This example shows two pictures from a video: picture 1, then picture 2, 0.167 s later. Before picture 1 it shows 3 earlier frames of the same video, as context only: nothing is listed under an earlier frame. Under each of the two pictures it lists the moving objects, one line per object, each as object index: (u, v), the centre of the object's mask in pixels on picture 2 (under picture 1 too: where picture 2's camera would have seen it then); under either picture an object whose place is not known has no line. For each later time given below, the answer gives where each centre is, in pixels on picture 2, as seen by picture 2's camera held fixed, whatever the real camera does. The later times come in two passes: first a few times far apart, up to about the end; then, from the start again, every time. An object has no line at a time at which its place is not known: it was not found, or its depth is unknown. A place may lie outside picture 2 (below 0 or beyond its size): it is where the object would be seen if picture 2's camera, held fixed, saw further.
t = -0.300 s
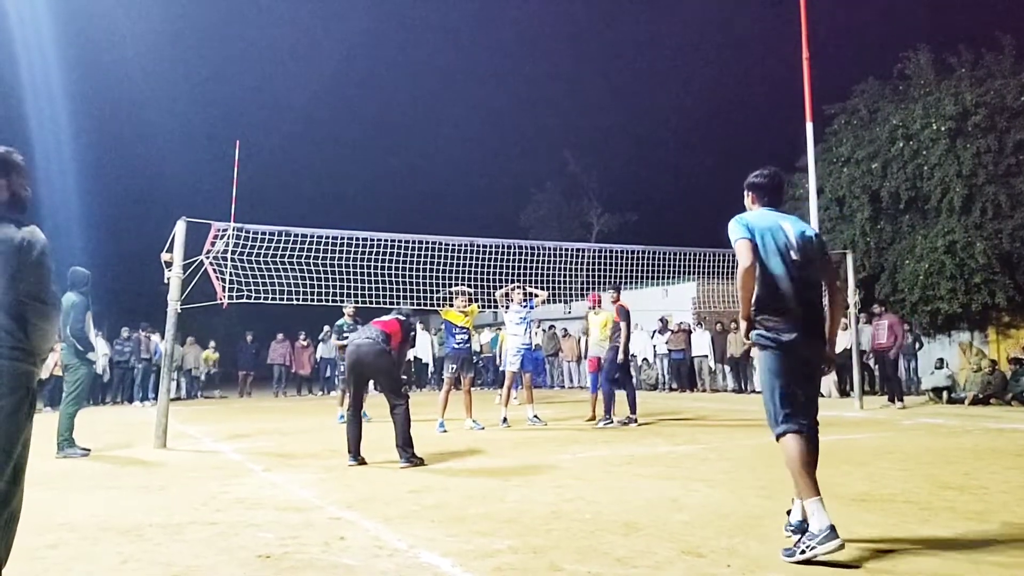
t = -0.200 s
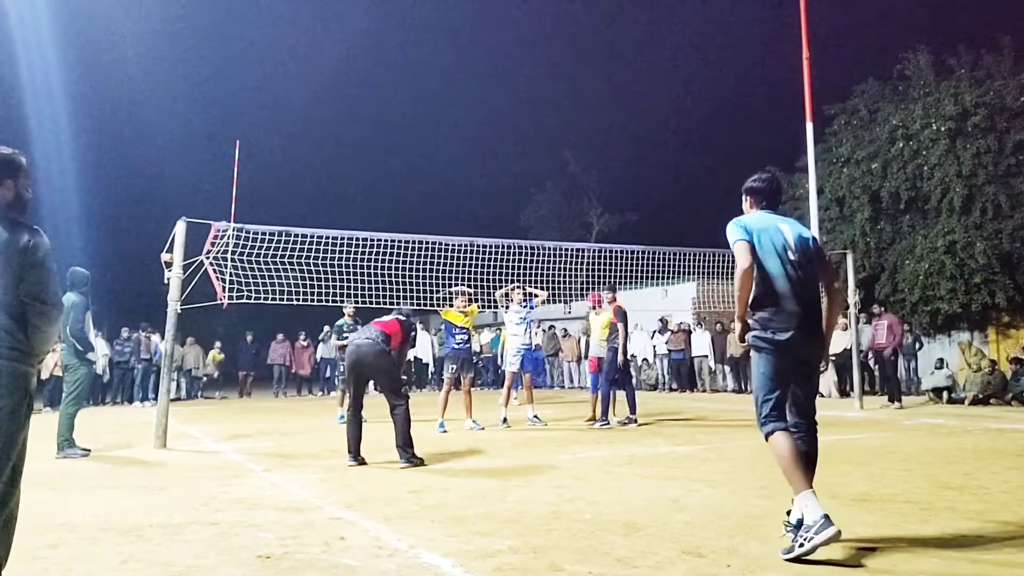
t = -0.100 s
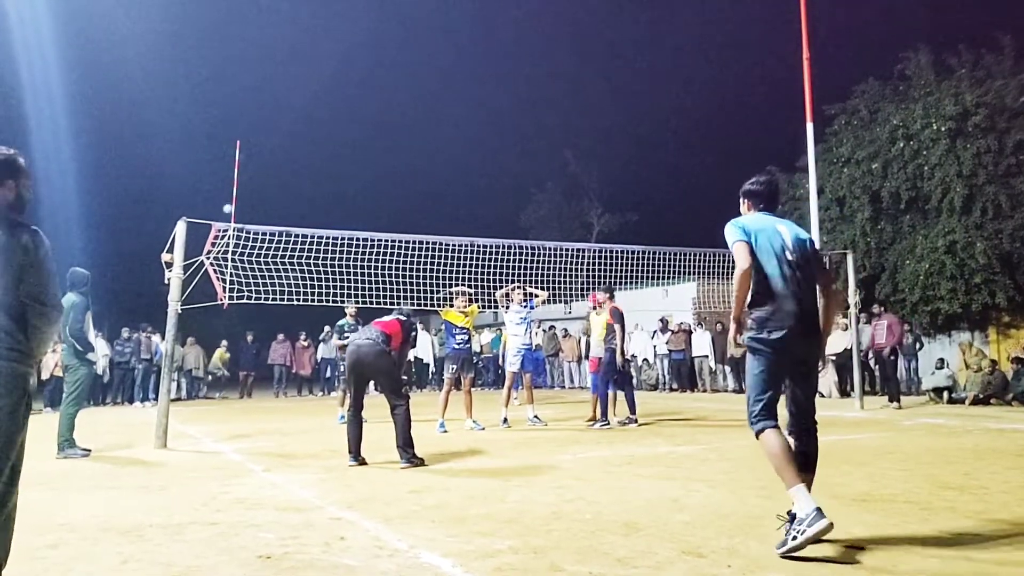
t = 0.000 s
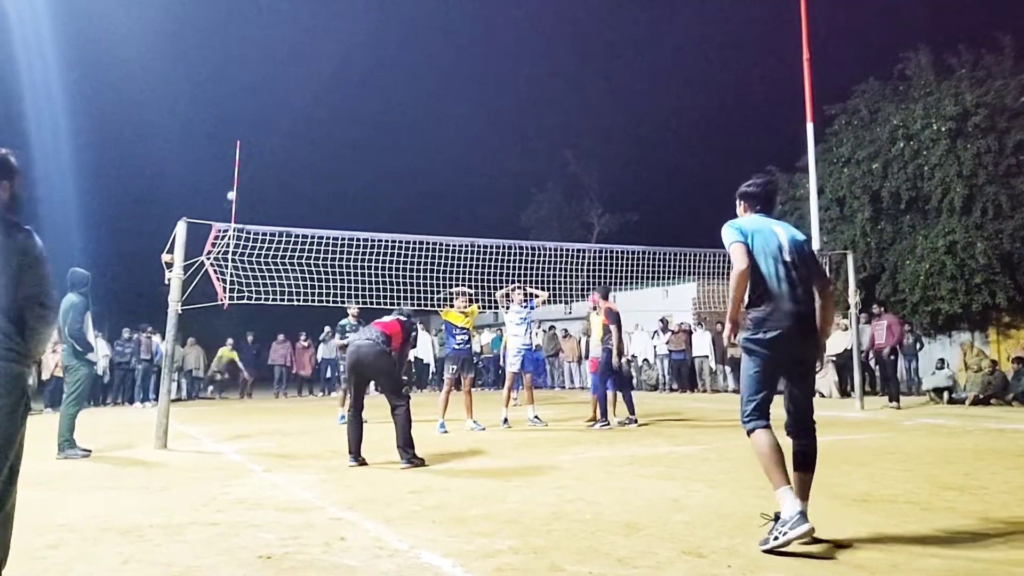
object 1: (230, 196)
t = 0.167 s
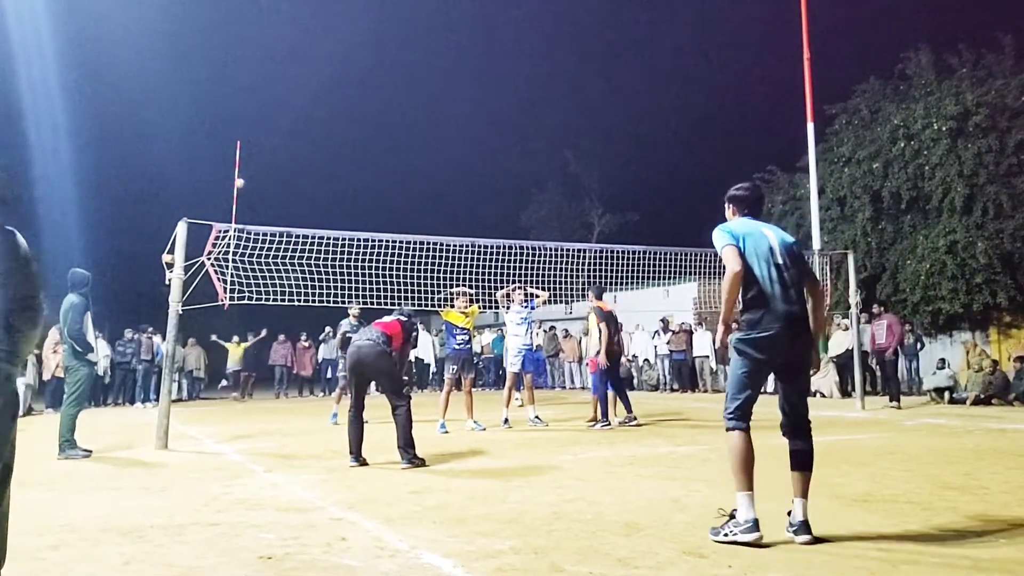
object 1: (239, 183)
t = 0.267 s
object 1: (243, 182)
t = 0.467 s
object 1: (251, 191)
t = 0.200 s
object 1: (240, 182)
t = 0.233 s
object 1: (242, 181)
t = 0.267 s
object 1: (243, 182)
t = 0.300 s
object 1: (244, 182)
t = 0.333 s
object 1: (246, 183)
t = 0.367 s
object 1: (247, 184)
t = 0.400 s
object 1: (248, 185)
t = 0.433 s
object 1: (250, 188)
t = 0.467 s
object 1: (251, 191)
